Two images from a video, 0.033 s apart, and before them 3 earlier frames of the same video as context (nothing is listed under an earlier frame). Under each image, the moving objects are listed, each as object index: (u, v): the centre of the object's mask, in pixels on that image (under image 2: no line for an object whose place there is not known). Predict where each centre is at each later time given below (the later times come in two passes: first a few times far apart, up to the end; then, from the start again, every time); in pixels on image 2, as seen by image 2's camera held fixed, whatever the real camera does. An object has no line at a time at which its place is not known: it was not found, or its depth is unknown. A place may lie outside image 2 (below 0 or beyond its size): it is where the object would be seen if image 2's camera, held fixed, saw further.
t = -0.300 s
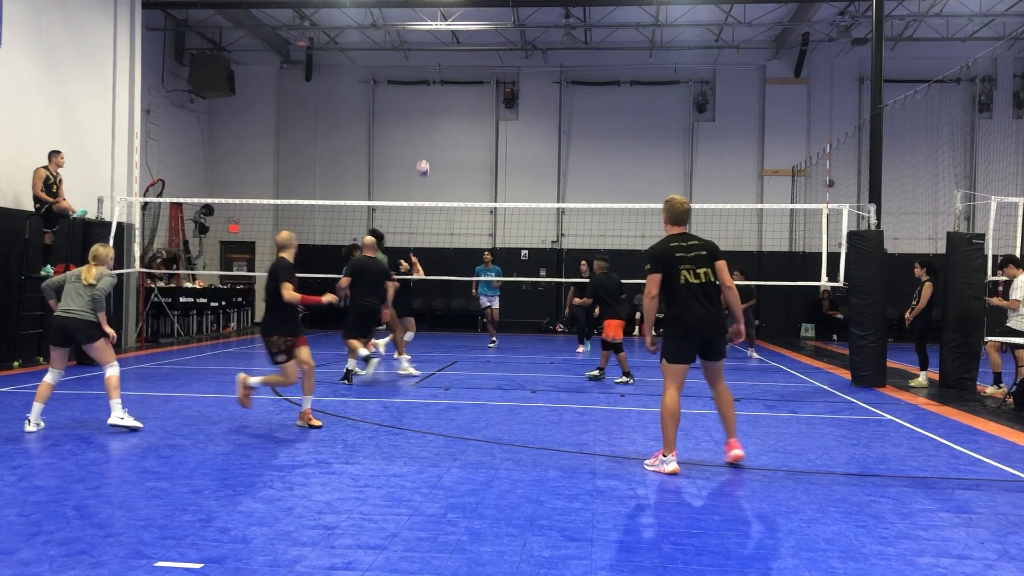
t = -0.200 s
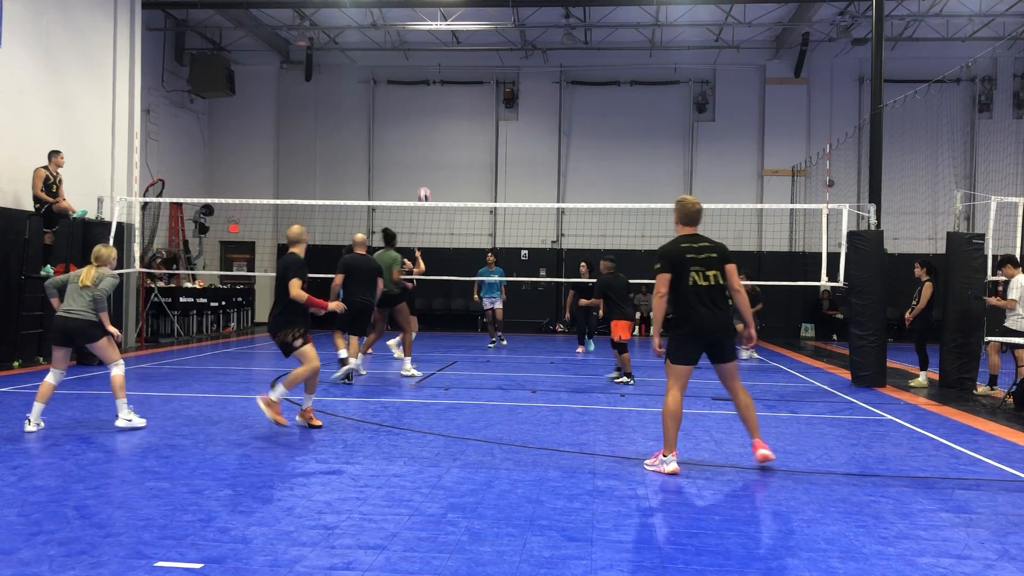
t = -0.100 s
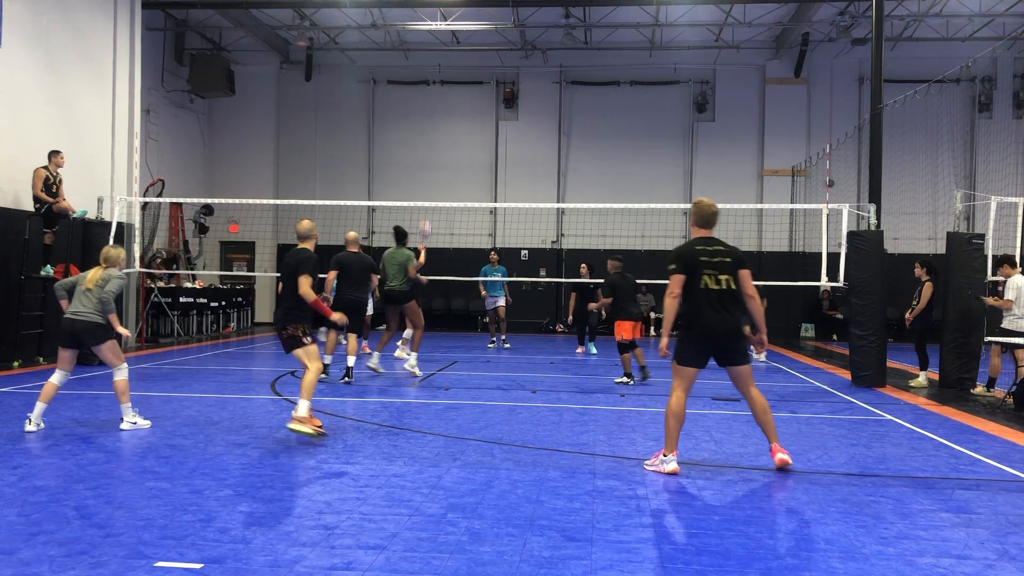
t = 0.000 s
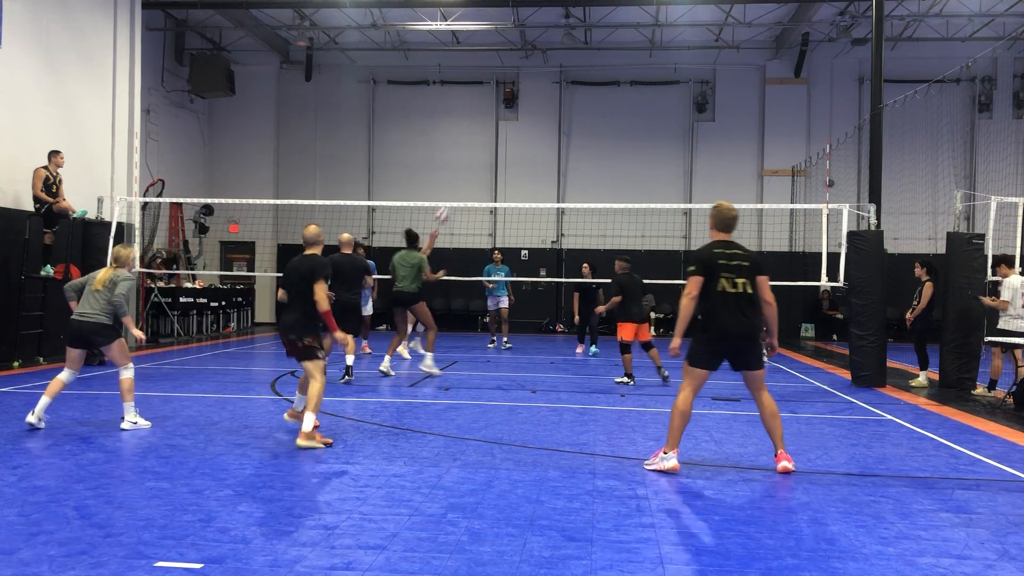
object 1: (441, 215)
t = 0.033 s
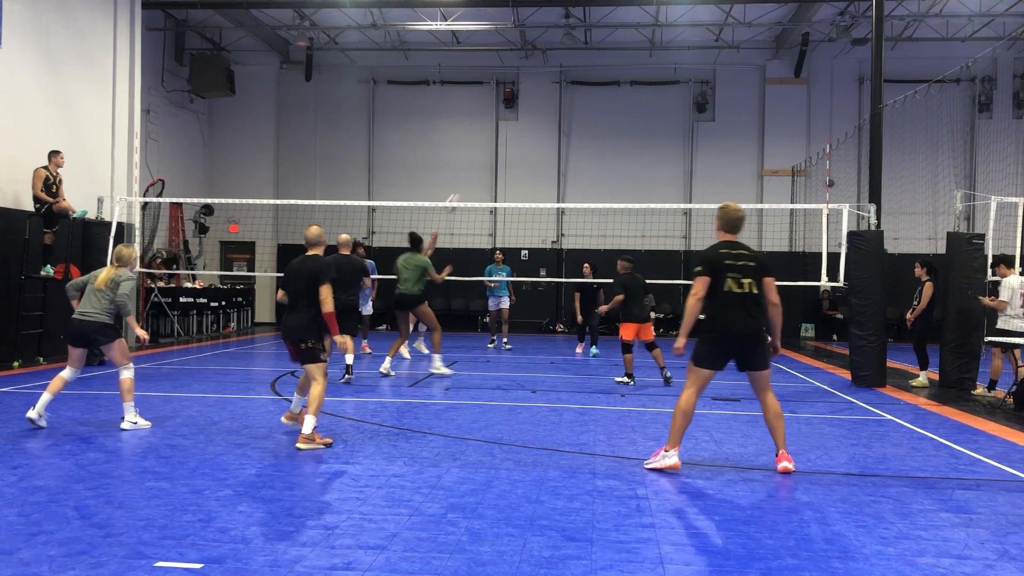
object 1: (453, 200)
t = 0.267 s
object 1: (520, 136)
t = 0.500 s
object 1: (588, 103)
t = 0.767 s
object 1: (666, 112)
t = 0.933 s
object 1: (716, 143)
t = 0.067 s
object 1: (461, 191)
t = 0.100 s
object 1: (470, 180)
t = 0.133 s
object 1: (481, 170)
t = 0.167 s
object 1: (490, 161)
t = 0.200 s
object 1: (501, 152)
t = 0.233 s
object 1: (510, 144)
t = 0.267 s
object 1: (520, 136)
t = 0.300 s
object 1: (530, 129)
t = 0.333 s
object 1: (539, 123)
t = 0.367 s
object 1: (549, 117)
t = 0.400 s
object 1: (559, 112)
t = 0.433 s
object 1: (568, 109)
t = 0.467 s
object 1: (578, 106)
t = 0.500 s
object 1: (588, 103)
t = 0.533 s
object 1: (598, 102)
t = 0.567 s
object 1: (607, 101)
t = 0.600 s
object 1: (617, 101)
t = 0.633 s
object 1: (627, 102)
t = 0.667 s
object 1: (636, 103)
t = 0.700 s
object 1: (646, 105)
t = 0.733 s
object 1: (656, 108)
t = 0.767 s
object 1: (666, 112)
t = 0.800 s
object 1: (676, 116)
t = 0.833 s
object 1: (686, 122)
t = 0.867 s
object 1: (696, 128)
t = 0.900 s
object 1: (707, 135)
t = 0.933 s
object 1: (716, 143)
